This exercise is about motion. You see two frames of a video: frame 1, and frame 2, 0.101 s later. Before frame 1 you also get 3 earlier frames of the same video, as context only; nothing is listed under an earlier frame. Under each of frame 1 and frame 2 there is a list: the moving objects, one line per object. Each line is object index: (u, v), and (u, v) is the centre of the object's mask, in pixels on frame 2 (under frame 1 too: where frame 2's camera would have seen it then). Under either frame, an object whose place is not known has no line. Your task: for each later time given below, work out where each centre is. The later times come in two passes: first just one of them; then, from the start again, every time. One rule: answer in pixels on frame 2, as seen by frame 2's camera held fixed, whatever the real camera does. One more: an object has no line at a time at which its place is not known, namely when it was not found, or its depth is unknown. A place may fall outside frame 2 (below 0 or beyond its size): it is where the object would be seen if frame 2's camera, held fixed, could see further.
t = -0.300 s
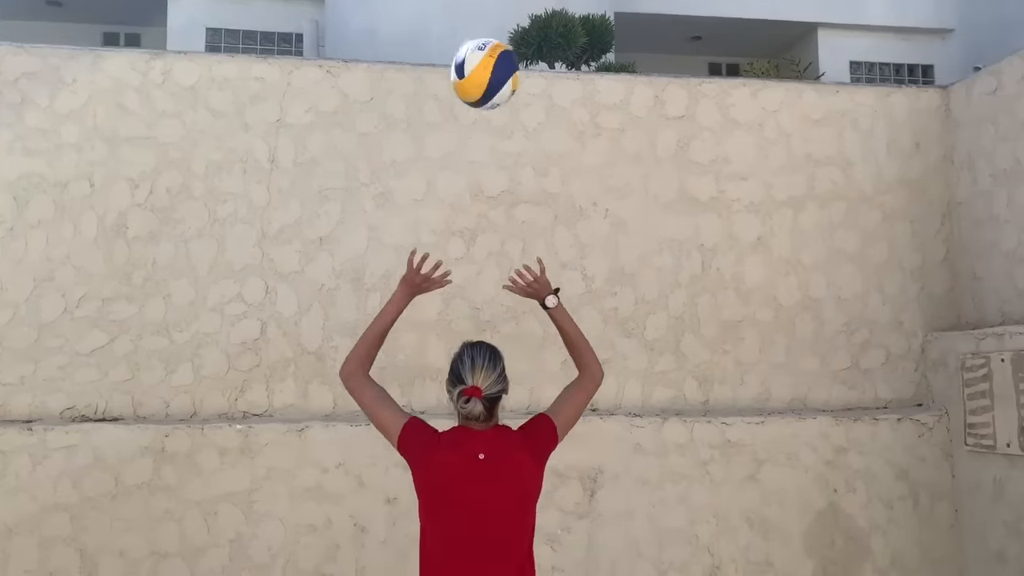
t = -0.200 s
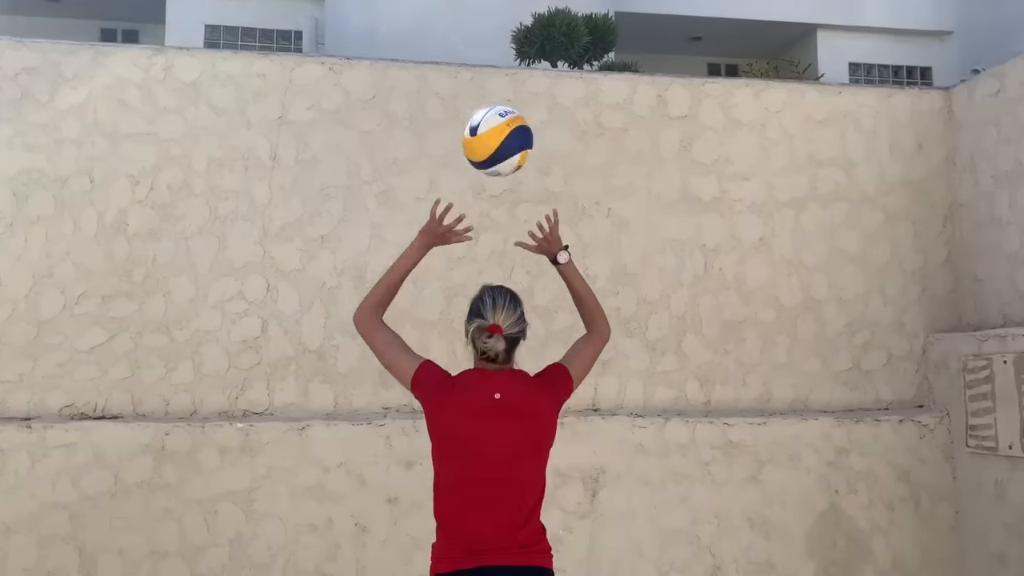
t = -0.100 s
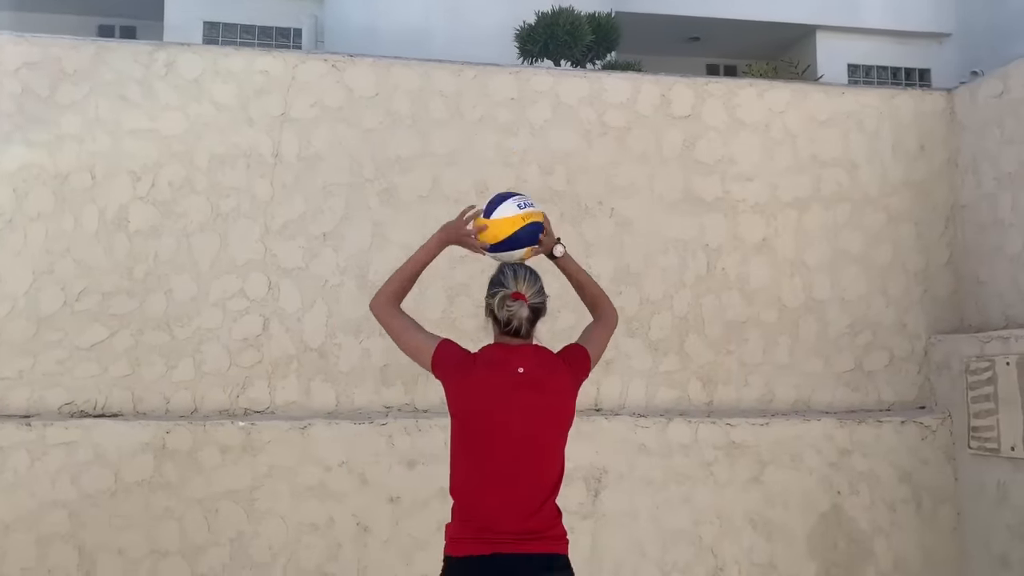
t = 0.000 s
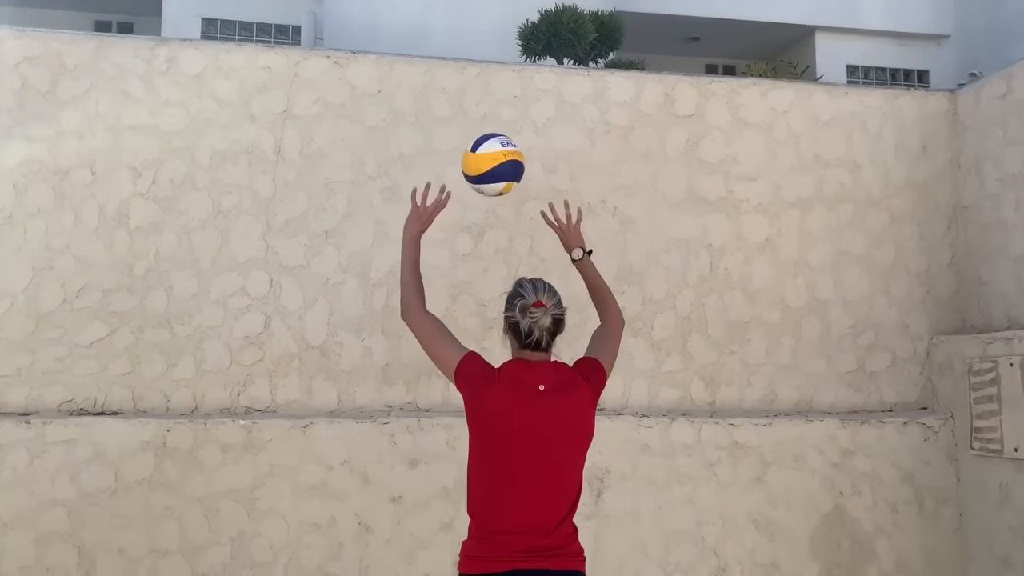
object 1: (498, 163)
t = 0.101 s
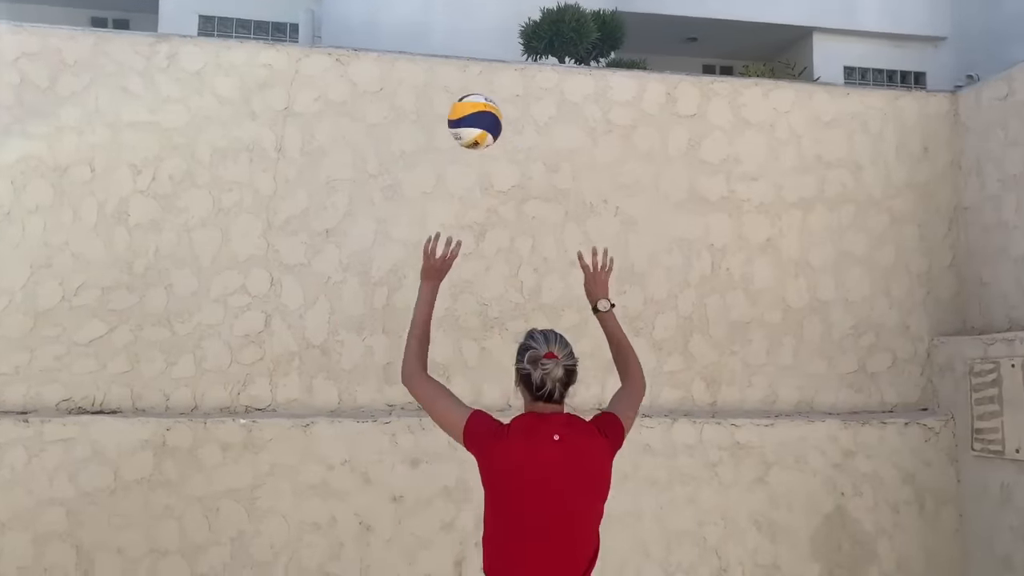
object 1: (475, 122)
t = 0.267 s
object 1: (448, 117)
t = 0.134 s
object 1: (469, 115)
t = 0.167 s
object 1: (463, 112)
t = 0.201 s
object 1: (457, 112)
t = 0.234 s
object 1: (452, 113)
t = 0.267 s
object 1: (448, 117)
